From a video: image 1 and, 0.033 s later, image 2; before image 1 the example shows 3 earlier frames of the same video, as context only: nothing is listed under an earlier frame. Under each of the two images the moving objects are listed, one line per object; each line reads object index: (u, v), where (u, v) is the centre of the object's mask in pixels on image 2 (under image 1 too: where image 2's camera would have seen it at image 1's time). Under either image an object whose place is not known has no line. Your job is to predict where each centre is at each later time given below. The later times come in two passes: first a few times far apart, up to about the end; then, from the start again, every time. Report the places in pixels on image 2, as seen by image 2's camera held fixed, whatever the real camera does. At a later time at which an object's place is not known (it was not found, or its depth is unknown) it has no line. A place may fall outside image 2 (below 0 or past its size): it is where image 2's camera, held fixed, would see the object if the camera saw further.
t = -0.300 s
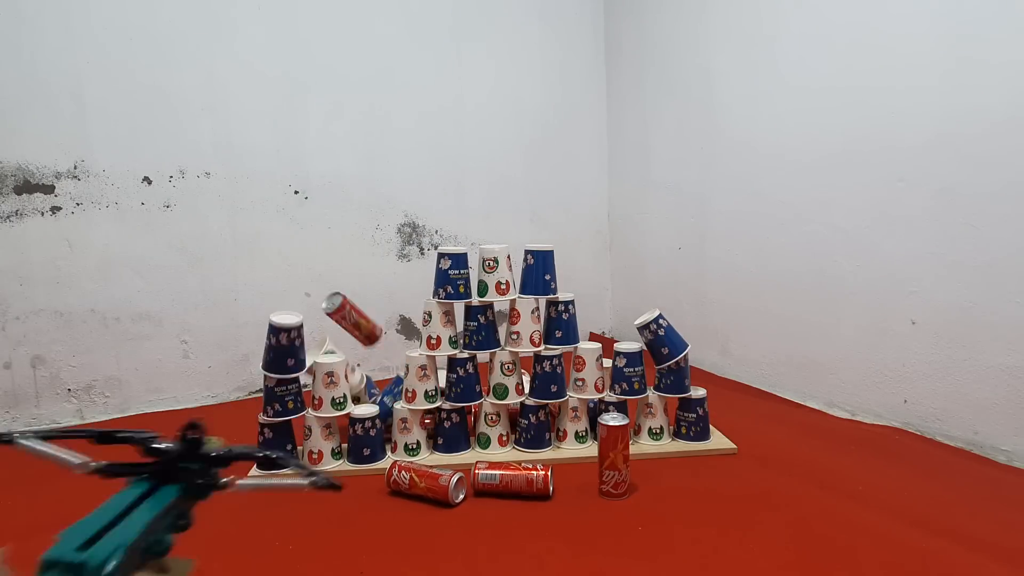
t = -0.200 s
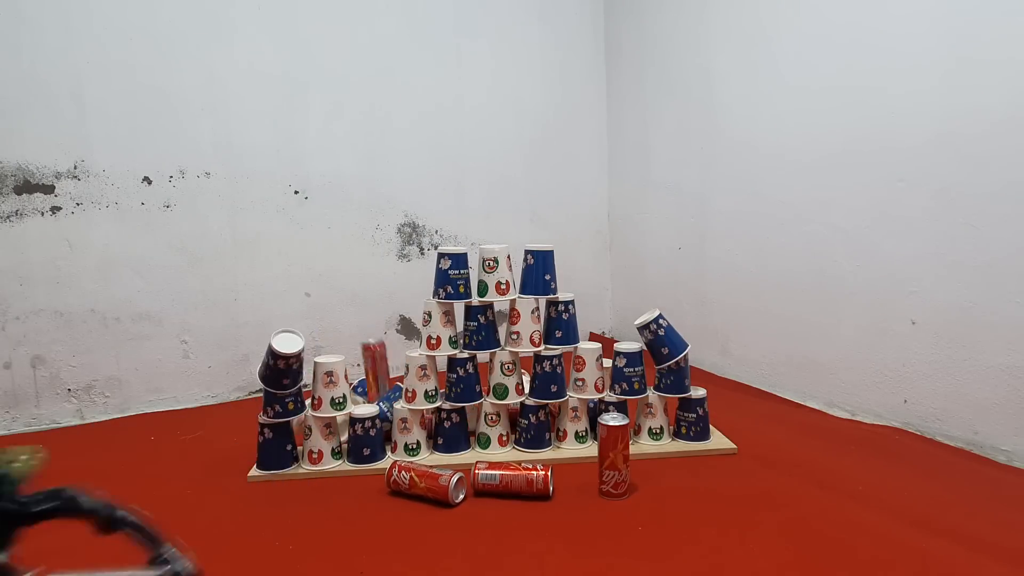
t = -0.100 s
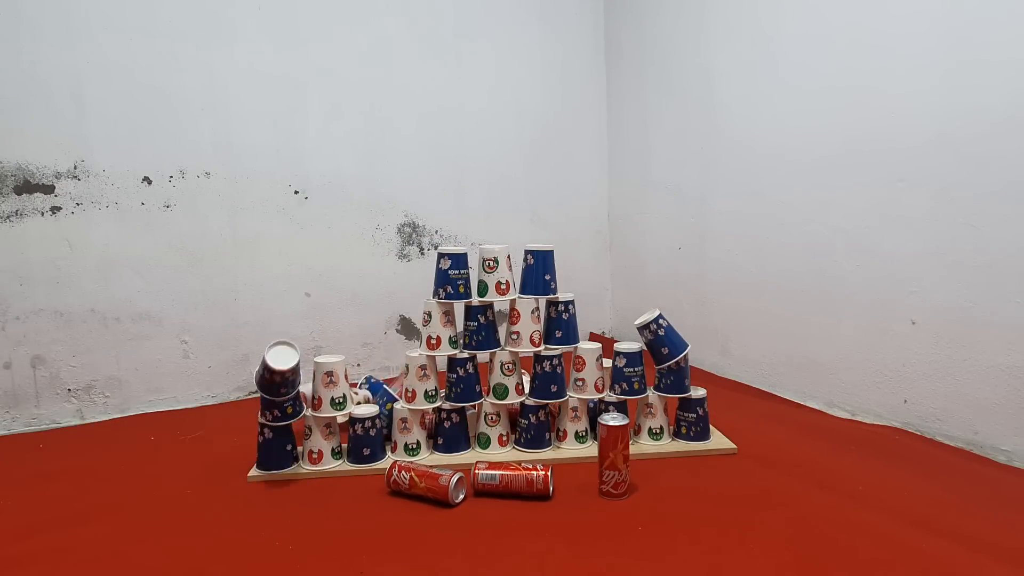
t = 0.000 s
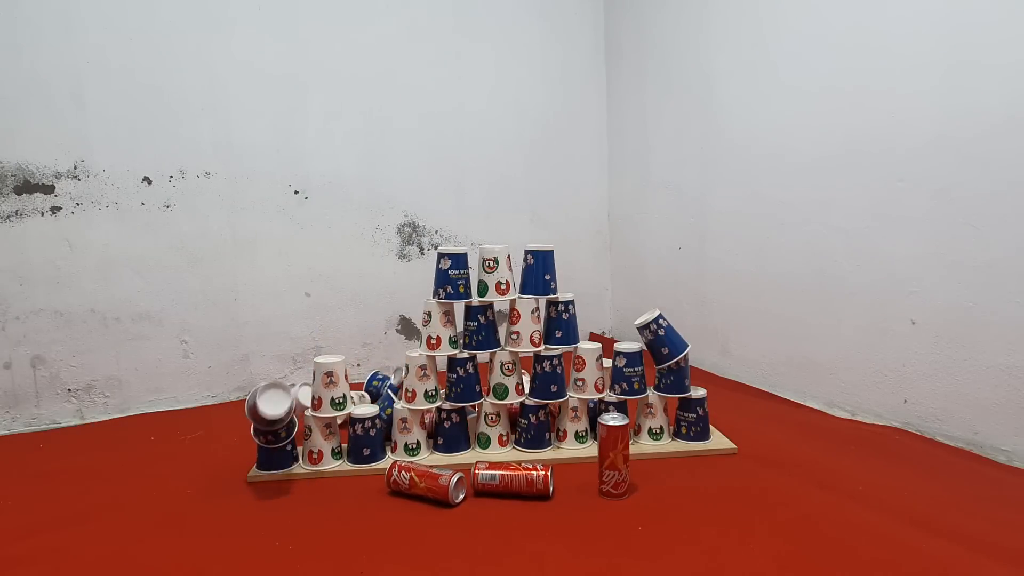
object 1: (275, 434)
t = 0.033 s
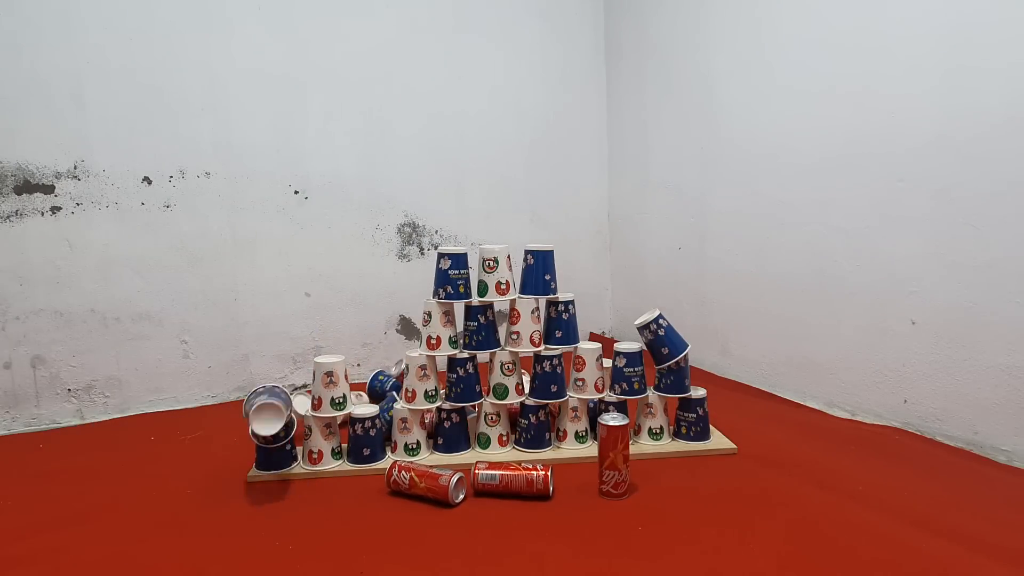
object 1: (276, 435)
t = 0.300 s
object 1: (264, 437)
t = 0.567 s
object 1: (218, 468)
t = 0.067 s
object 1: (287, 430)
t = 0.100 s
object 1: (288, 427)
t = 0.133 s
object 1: (282, 420)
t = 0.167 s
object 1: (271, 429)
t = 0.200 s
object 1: (276, 425)
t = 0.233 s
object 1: (272, 425)
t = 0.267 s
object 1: (268, 429)
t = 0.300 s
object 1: (264, 437)
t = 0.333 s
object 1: (258, 448)
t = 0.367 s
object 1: (249, 451)
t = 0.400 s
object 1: (244, 450)
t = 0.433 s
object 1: (240, 453)
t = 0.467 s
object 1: (236, 459)
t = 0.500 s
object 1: (231, 464)
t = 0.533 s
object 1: (224, 464)
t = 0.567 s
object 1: (218, 468)
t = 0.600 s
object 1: (211, 468)
